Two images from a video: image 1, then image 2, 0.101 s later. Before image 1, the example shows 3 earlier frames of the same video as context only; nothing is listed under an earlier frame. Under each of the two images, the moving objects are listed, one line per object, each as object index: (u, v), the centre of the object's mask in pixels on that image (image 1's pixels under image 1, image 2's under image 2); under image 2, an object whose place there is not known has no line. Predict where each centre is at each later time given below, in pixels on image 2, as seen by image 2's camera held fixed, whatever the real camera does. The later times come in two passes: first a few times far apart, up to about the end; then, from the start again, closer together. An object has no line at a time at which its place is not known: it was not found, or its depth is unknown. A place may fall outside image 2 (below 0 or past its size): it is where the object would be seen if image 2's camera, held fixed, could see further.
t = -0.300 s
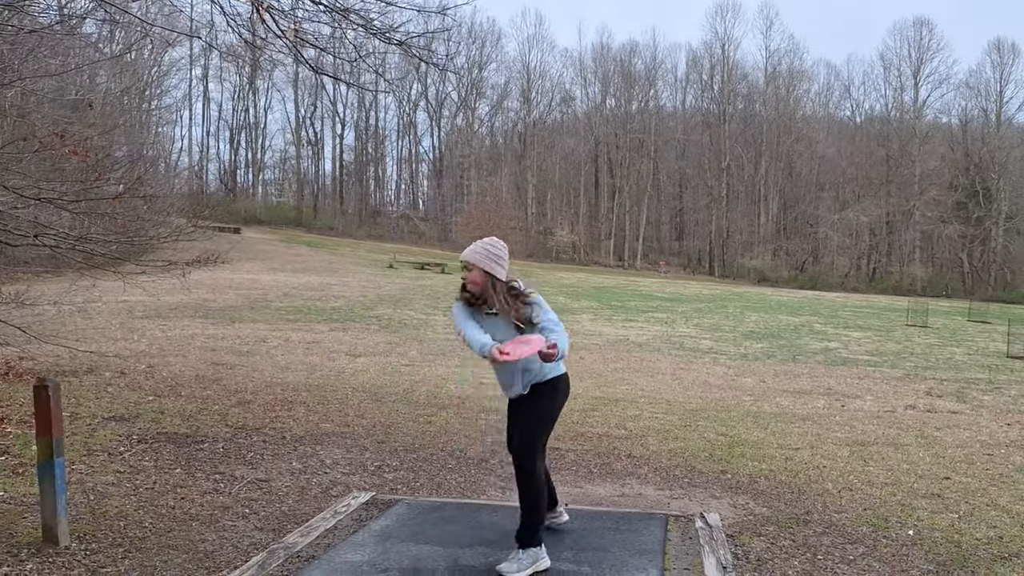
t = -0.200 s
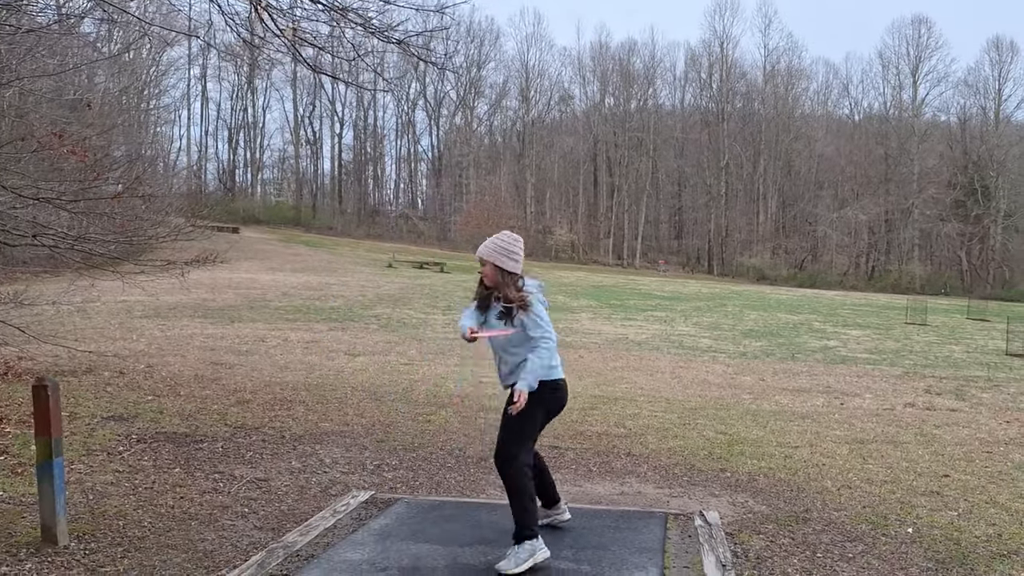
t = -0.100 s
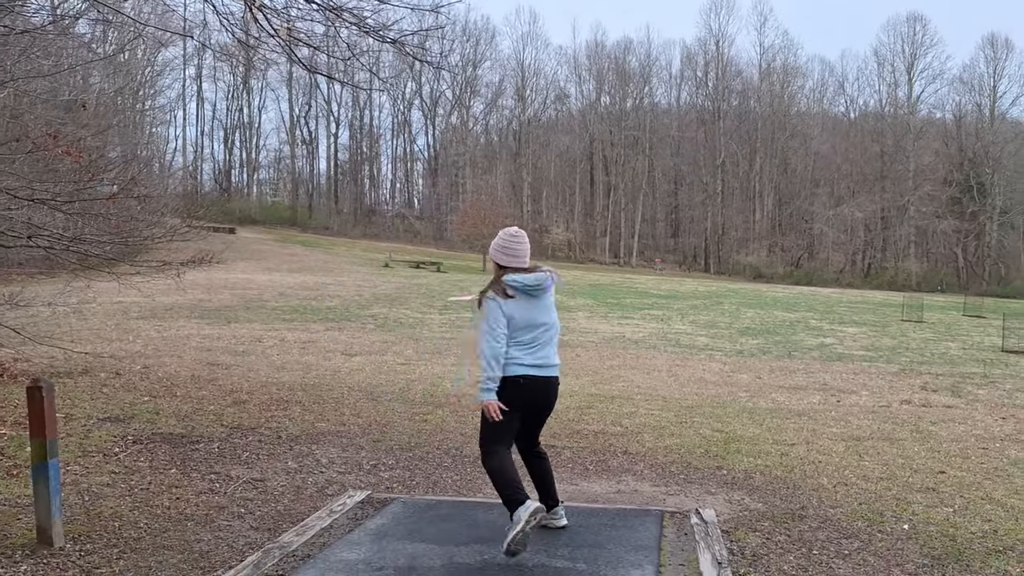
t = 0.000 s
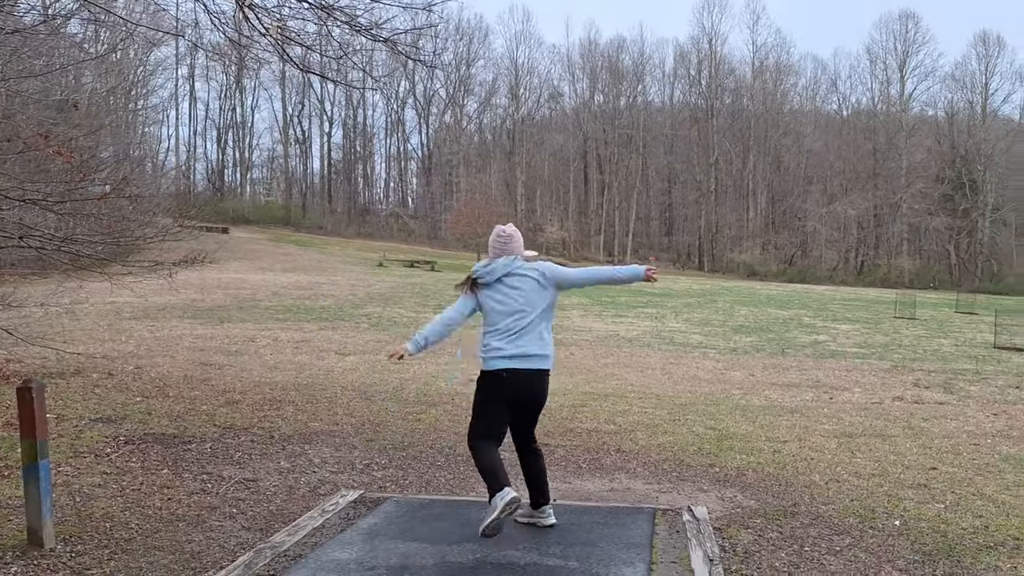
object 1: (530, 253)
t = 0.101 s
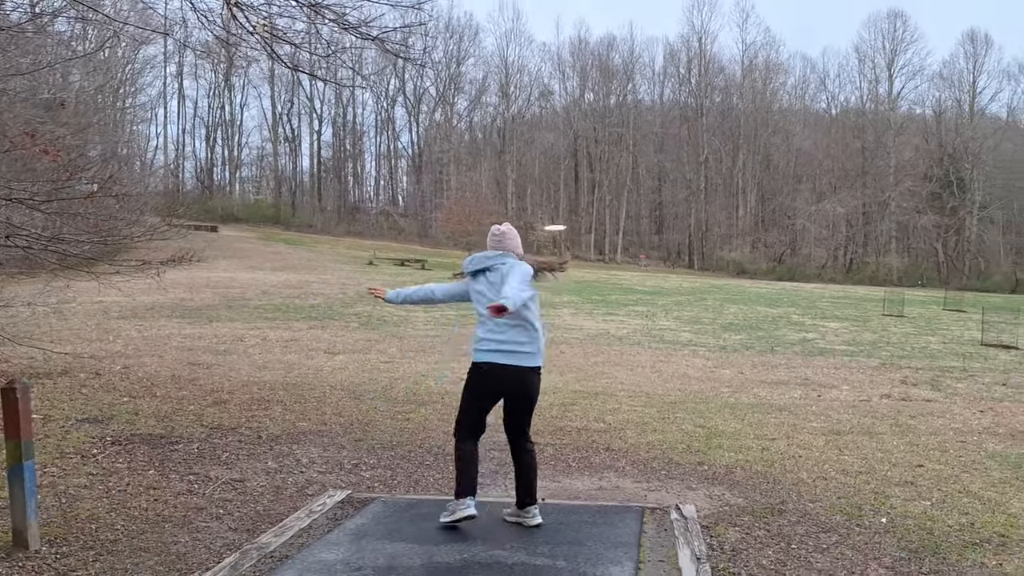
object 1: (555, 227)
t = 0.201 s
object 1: (581, 213)
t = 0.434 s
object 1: (620, 195)
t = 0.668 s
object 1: (644, 188)
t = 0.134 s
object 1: (565, 221)
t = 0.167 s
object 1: (574, 217)
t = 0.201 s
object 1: (581, 213)
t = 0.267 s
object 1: (594, 206)
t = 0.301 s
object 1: (600, 204)
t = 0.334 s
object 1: (606, 201)
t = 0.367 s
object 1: (611, 199)
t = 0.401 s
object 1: (616, 197)
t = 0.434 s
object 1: (620, 195)
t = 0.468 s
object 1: (624, 194)
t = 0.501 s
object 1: (629, 191)
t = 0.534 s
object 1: (632, 191)
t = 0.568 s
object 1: (635, 190)
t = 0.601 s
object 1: (638, 189)
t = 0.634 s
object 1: (641, 189)
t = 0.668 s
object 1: (644, 188)
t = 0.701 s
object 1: (646, 187)
